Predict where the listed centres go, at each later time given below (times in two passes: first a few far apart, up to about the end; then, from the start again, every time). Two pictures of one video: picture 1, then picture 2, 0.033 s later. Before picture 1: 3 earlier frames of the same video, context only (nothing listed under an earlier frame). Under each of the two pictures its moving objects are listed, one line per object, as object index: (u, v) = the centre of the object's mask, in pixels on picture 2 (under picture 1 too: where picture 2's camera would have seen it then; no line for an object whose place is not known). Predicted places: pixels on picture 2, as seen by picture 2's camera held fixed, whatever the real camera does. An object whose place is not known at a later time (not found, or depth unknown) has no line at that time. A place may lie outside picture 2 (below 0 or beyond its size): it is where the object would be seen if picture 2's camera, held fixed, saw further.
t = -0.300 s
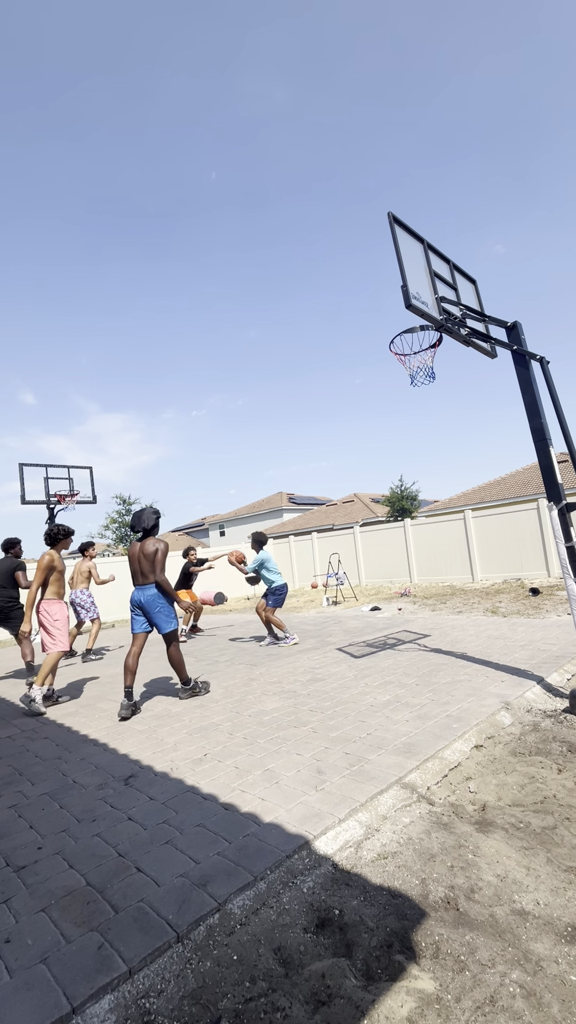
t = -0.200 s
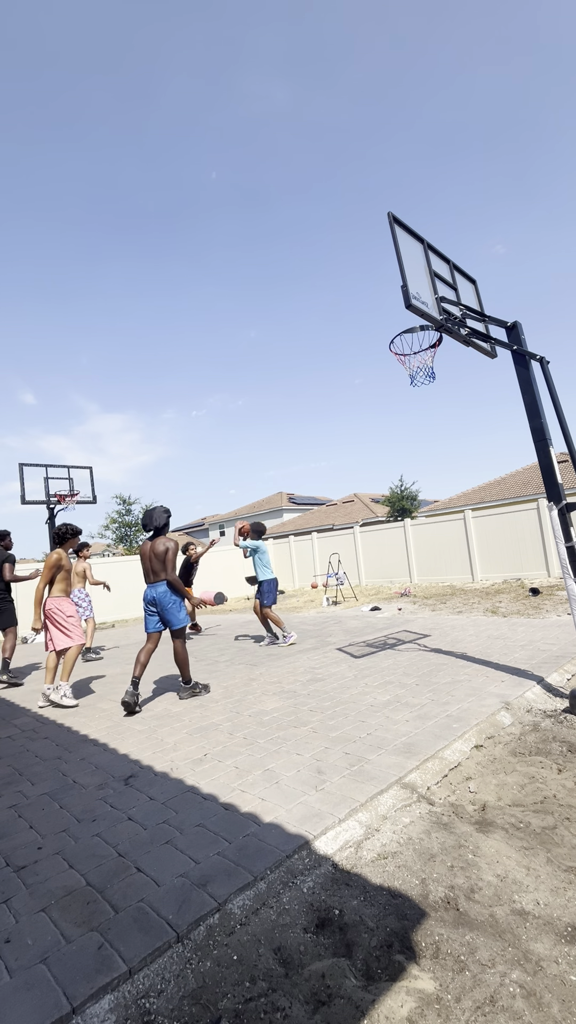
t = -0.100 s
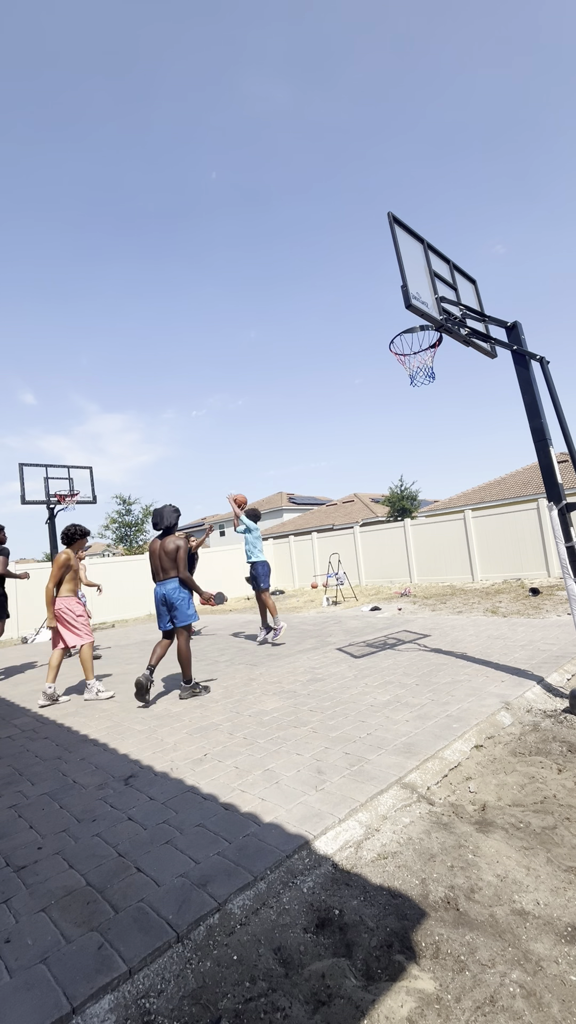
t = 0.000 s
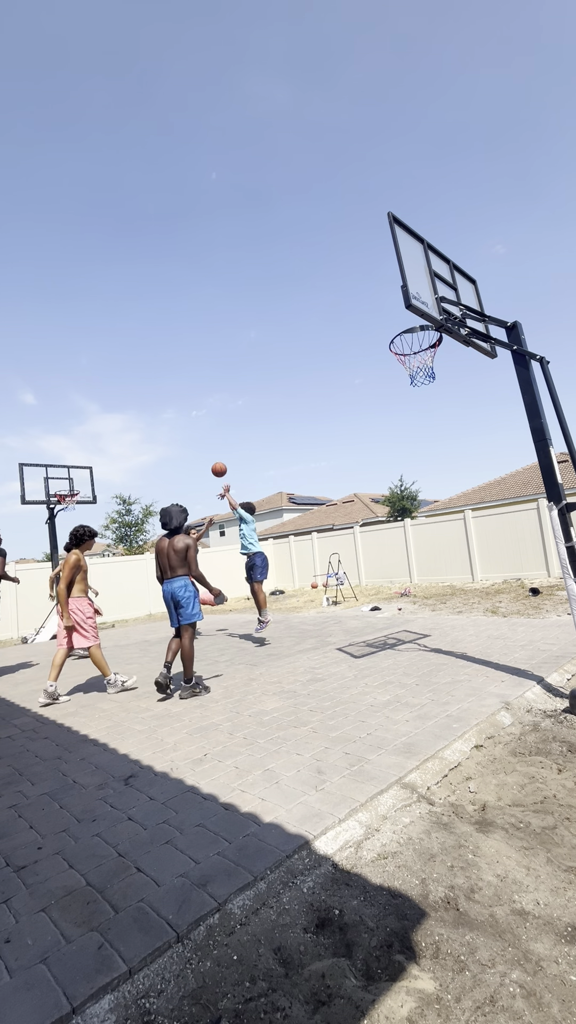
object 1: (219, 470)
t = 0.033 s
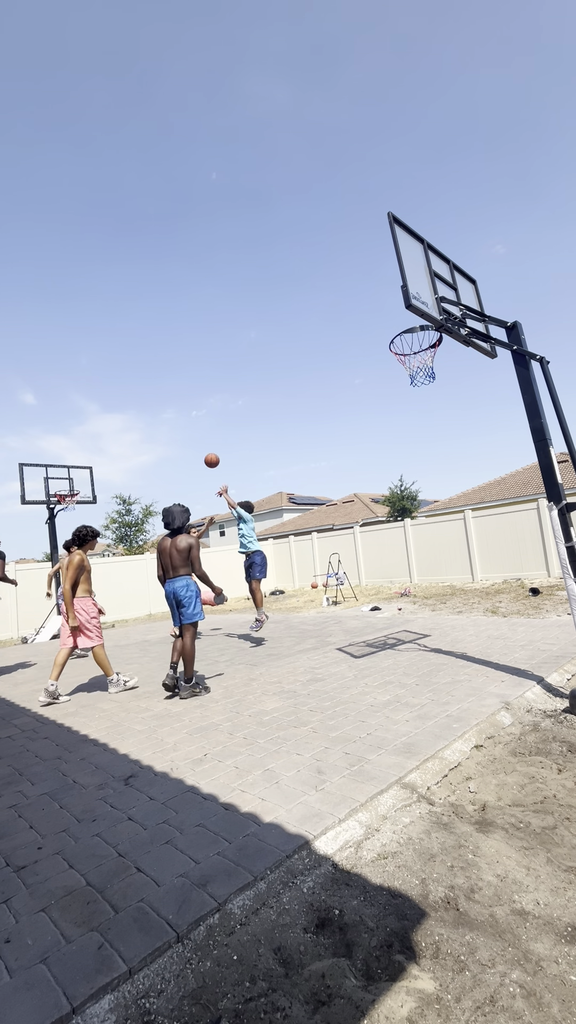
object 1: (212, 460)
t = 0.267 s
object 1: (168, 421)
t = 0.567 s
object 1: (127, 418)
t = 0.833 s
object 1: (100, 450)
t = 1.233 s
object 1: (93, 506)
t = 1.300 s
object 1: (99, 513)
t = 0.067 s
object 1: (205, 452)
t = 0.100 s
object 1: (198, 445)
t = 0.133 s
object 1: (191, 438)
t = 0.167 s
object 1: (185, 433)
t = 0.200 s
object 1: (179, 428)
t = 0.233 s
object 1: (173, 424)
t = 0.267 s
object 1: (168, 421)
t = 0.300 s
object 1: (163, 418)
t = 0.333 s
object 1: (157, 416)
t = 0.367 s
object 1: (153, 414)
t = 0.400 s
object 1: (148, 414)
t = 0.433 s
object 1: (144, 413)
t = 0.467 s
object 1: (139, 414)
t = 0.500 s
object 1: (135, 415)
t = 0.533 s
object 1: (131, 416)
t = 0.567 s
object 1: (127, 418)
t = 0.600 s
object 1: (123, 421)
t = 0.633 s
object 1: (120, 424)
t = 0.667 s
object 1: (116, 427)
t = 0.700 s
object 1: (112, 431)
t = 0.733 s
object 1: (109, 435)
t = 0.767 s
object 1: (106, 440)
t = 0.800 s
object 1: (103, 445)
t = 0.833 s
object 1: (100, 450)
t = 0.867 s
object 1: (97, 456)
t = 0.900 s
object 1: (94, 463)
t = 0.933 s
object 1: (92, 469)
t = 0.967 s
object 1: (89, 476)
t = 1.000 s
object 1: (87, 484)
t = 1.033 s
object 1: (84, 491)
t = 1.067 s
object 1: (81, 499)
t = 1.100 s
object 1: (84, 499)
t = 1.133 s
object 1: (86, 500)
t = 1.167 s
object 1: (88, 502)
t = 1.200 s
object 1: (91, 504)
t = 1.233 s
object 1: (93, 506)
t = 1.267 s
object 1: (96, 509)
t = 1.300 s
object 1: (99, 513)
